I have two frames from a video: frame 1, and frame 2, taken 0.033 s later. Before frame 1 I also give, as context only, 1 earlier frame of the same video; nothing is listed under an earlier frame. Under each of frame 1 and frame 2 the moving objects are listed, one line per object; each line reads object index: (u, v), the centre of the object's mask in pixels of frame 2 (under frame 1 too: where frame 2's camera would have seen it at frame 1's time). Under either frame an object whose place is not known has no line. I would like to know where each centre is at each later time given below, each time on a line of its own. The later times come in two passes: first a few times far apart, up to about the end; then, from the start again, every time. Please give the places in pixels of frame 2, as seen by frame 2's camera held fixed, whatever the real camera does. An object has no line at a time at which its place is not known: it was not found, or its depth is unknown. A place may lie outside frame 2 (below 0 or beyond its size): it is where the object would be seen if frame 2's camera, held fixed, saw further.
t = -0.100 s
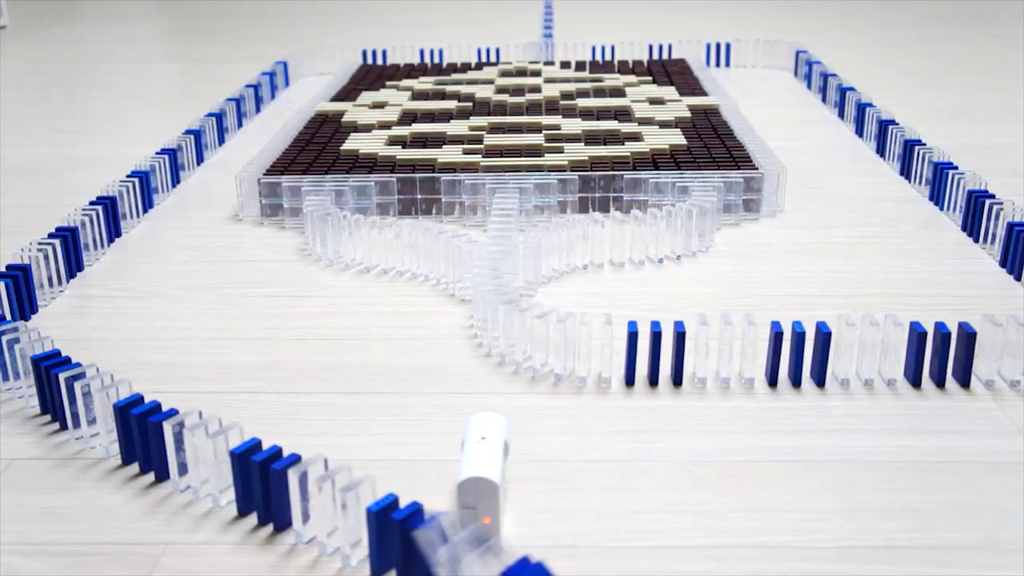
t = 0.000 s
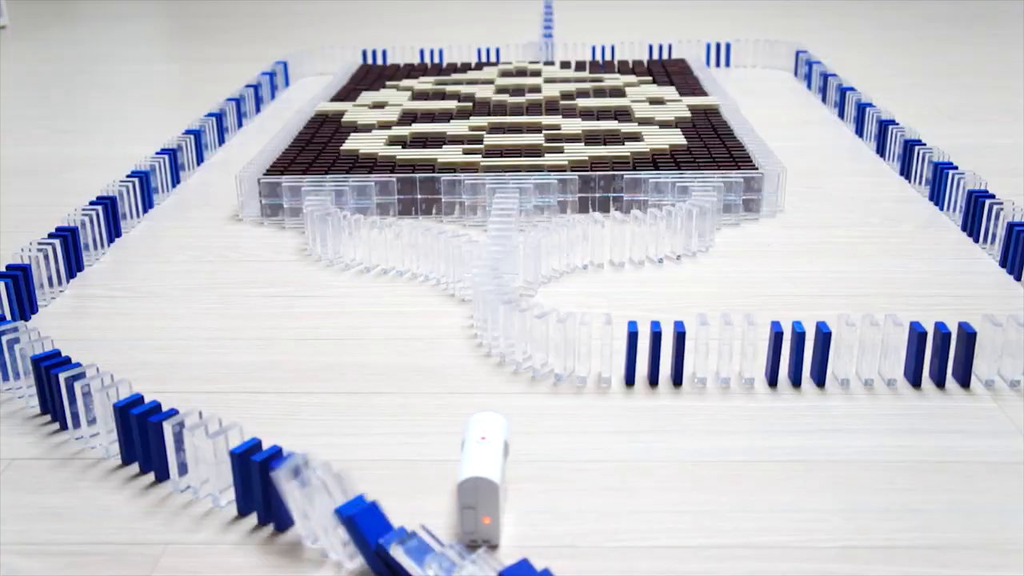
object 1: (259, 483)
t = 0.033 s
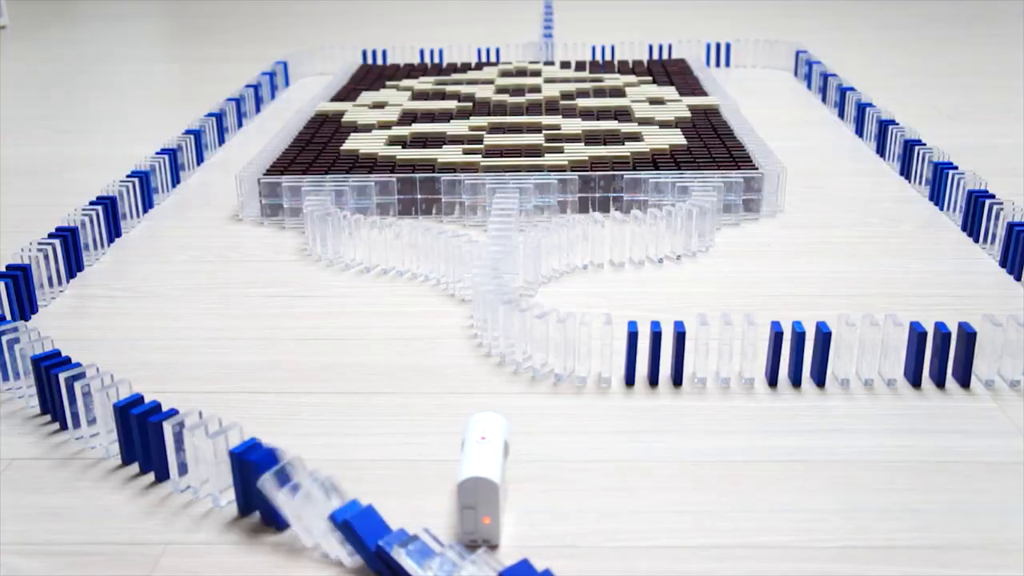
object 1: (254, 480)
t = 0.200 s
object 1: (233, 479)
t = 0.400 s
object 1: (233, 479)
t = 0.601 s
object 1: (233, 479)
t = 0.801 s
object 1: (233, 479)
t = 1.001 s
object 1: (233, 479)
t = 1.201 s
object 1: (233, 479)
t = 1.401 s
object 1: (234, 479)
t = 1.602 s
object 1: (233, 479)
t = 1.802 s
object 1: (234, 479)
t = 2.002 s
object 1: (234, 479)
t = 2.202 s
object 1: (234, 479)
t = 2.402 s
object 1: (234, 479)
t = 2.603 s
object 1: (234, 479)
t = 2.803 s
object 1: (234, 479)
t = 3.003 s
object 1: (234, 479)
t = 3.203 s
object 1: (234, 479)
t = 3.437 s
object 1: (234, 479)
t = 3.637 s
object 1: (234, 479)
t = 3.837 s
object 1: (234, 479)
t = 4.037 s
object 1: (234, 479)
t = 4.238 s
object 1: (234, 479)
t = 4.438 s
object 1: (234, 479)
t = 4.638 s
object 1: (234, 479)
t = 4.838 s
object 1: (234, 479)
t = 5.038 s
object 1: (234, 479)
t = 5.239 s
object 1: (234, 479)
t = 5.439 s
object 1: (234, 479)
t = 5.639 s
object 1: (234, 479)
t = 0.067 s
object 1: (246, 477)
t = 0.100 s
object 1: (239, 476)
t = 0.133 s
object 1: (236, 477)
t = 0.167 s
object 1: (234, 479)
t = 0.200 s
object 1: (233, 479)
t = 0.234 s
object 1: (233, 479)
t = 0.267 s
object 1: (233, 479)
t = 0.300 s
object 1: (233, 479)
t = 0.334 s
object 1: (233, 479)
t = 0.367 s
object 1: (233, 479)
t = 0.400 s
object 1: (233, 479)
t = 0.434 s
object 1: (233, 479)
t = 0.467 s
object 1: (233, 479)
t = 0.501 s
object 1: (234, 479)
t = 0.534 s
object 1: (233, 479)
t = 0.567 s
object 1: (233, 479)
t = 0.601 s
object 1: (233, 479)
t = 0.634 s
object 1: (233, 479)
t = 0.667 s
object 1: (233, 479)
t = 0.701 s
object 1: (233, 479)
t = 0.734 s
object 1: (234, 479)
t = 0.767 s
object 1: (233, 479)
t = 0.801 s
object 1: (233, 479)
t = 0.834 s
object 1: (233, 479)
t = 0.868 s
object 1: (233, 479)
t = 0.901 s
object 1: (233, 479)
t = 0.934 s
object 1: (233, 479)
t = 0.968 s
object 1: (233, 479)
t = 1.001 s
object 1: (233, 479)
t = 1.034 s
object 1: (233, 479)
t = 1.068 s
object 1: (233, 479)
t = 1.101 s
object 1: (233, 479)
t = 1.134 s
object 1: (233, 479)
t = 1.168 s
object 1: (233, 479)
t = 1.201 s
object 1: (233, 479)
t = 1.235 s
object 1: (233, 479)
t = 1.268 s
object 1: (233, 479)
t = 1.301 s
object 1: (233, 479)
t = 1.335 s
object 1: (233, 479)
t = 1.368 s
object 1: (233, 479)
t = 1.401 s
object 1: (234, 479)
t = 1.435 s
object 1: (233, 479)
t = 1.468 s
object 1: (233, 479)
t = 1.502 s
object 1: (233, 479)
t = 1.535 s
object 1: (234, 479)
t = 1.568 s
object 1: (233, 479)
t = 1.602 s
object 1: (233, 479)
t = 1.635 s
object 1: (233, 479)
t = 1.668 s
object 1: (233, 479)
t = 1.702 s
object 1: (234, 479)
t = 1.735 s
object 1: (233, 479)
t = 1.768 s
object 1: (233, 479)
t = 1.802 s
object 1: (234, 479)
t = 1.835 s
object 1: (234, 479)
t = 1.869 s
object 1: (233, 479)
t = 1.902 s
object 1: (234, 479)
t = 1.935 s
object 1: (234, 479)
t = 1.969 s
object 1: (234, 479)
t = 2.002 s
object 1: (234, 479)
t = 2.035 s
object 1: (233, 479)
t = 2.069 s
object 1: (234, 479)
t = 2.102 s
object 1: (234, 479)
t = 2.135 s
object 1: (234, 479)
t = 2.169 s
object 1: (234, 479)
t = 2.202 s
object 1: (234, 479)
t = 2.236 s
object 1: (234, 479)
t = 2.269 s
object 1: (234, 479)
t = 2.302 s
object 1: (234, 479)
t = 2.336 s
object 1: (234, 479)
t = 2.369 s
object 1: (233, 479)
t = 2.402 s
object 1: (234, 479)
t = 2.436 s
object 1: (234, 479)
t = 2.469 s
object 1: (234, 479)
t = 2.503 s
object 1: (234, 479)
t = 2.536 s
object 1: (234, 479)
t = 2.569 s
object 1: (234, 479)
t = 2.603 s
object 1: (234, 479)
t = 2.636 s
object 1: (234, 479)
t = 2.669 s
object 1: (234, 479)
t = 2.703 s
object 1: (234, 479)
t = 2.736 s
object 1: (234, 479)
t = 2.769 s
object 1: (234, 479)
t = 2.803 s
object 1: (234, 479)
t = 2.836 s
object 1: (234, 479)
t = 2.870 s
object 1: (234, 479)
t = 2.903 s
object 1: (234, 479)
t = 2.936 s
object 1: (234, 479)
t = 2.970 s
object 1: (234, 479)
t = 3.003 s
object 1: (234, 479)
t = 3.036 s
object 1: (234, 479)
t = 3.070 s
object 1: (234, 479)
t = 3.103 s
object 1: (234, 479)
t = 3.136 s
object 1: (234, 479)
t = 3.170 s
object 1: (234, 479)
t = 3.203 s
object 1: (234, 479)
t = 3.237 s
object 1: (234, 479)
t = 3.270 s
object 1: (234, 479)
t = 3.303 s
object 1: (234, 479)
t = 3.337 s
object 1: (234, 479)
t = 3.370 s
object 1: (234, 479)
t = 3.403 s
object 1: (234, 479)
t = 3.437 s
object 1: (234, 479)
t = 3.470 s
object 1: (234, 479)
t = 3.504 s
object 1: (234, 479)
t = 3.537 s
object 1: (234, 479)
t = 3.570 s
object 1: (234, 479)
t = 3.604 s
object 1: (234, 479)
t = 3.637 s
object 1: (234, 479)
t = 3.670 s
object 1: (234, 479)
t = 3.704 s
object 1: (234, 479)
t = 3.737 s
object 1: (234, 479)
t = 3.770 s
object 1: (234, 479)
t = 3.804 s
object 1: (234, 479)
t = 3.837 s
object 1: (234, 479)
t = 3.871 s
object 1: (234, 479)
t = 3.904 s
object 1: (234, 479)
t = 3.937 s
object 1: (234, 479)
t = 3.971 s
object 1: (234, 479)
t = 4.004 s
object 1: (234, 479)
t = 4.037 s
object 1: (234, 479)
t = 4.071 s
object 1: (234, 479)
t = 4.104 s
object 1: (234, 479)
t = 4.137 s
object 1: (234, 479)
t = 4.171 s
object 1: (234, 479)
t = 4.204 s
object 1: (234, 479)
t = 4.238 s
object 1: (234, 479)
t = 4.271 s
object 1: (234, 479)
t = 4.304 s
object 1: (234, 479)
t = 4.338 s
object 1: (234, 479)
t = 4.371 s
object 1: (234, 479)
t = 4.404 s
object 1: (234, 479)
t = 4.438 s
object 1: (234, 479)
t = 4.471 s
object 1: (234, 479)
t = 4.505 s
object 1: (234, 479)
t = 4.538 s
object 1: (234, 479)
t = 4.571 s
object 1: (234, 479)
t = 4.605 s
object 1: (234, 479)
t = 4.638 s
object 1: (234, 479)
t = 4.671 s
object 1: (234, 479)
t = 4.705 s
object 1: (234, 479)
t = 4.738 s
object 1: (234, 479)
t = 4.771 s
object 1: (234, 479)
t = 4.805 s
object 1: (234, 479)
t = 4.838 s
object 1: (234, 479)
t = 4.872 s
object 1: (234, 479)
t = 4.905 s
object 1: (234, 479)
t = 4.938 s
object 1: (234, 479)
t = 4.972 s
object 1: (234, 479)
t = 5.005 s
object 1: (234, 479)
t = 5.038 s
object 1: (234, 479)
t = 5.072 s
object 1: (234, 479)
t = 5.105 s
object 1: (234, 479)
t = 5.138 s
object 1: (234, 479)
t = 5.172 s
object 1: (234, 479)
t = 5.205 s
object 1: (234, 479)
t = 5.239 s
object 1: (234, 479)
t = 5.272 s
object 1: (234, 479)
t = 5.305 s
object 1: (234, 479)
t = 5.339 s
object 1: (234, 479)
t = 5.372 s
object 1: (234, 479)
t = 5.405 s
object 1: (234, 479)
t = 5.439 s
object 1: (234, 479)
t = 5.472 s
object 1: (234, 479)
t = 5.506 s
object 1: (234, 479)
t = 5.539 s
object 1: (234, 479)
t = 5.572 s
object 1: (234, 479)
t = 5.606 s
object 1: (234, 479)
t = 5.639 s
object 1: (234, 479)
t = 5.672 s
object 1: (234, 479)
